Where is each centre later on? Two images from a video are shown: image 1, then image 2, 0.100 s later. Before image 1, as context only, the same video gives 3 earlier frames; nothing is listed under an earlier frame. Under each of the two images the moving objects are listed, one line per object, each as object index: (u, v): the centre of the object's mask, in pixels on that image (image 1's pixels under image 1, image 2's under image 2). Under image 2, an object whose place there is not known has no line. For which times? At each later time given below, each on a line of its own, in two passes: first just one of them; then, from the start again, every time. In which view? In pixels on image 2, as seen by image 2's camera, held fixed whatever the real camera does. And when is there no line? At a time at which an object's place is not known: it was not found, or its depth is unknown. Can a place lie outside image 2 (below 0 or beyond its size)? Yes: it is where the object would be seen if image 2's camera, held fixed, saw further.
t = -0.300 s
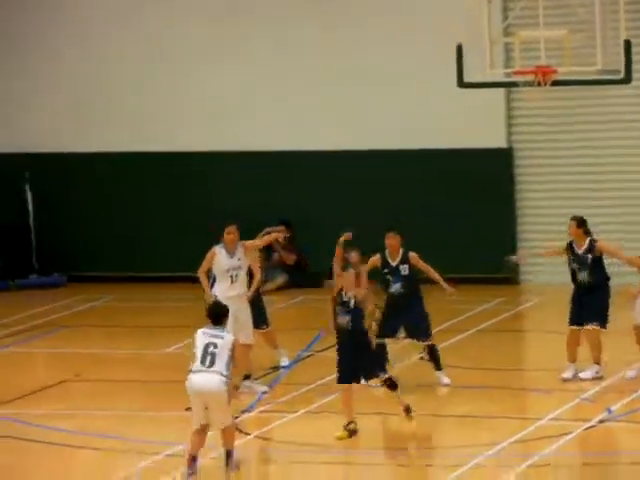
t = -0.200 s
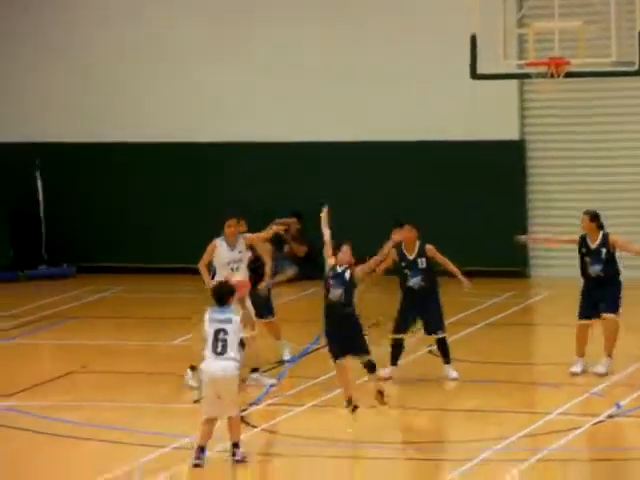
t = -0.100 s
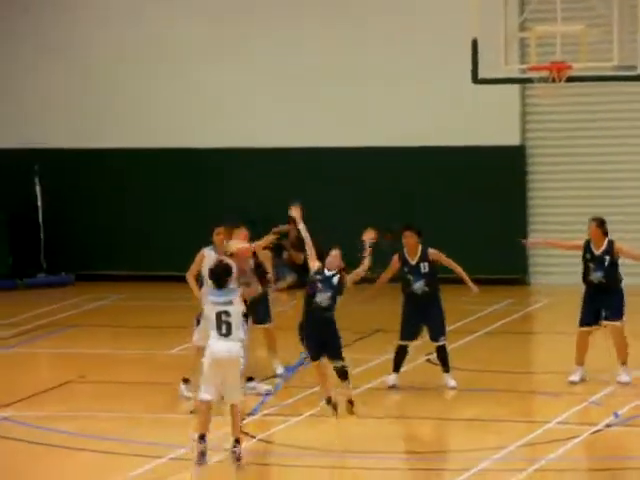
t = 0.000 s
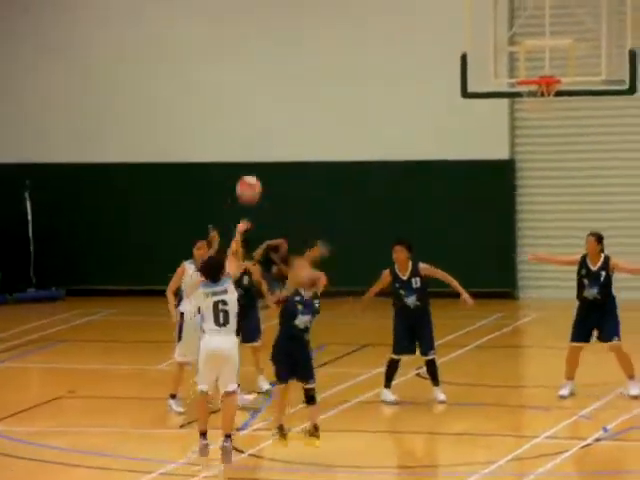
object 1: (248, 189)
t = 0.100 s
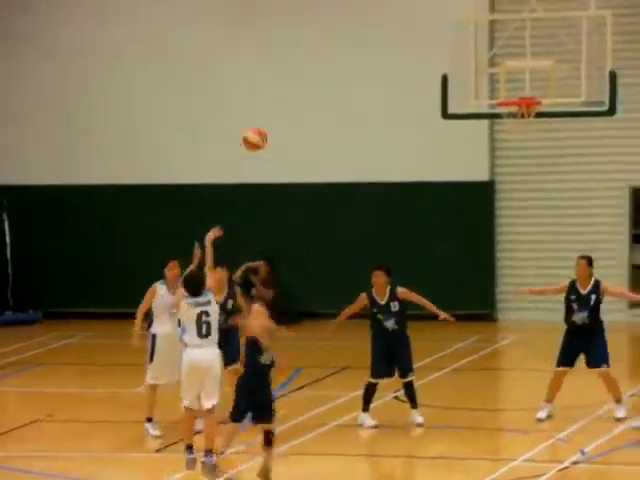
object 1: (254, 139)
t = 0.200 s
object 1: (281, 78)
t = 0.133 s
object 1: (263, 118)
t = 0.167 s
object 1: (272, 98)
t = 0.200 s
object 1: (281, 78)
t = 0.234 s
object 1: (292, 56)
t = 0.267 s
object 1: (302, 38)
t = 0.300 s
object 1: (310, 22)
